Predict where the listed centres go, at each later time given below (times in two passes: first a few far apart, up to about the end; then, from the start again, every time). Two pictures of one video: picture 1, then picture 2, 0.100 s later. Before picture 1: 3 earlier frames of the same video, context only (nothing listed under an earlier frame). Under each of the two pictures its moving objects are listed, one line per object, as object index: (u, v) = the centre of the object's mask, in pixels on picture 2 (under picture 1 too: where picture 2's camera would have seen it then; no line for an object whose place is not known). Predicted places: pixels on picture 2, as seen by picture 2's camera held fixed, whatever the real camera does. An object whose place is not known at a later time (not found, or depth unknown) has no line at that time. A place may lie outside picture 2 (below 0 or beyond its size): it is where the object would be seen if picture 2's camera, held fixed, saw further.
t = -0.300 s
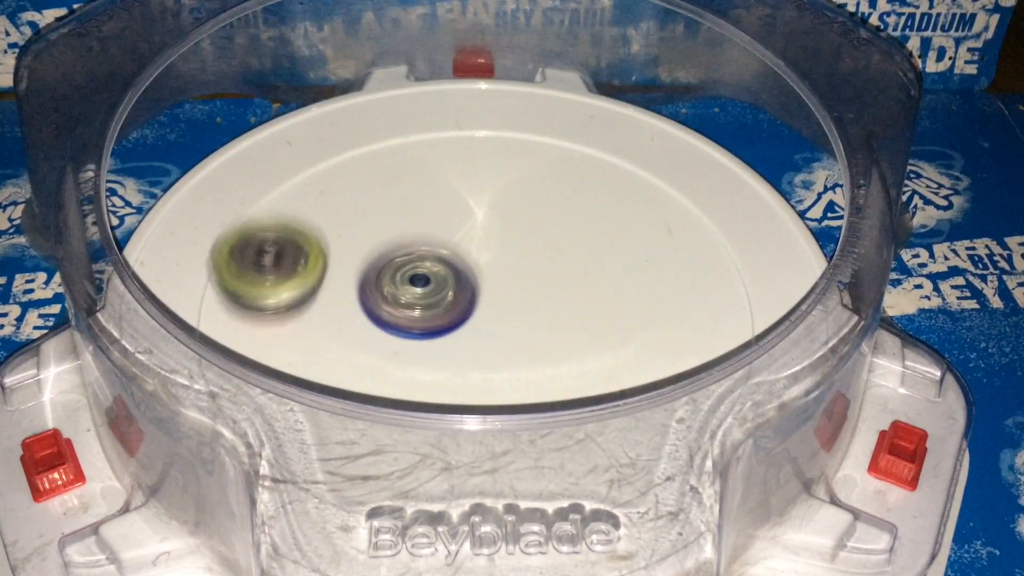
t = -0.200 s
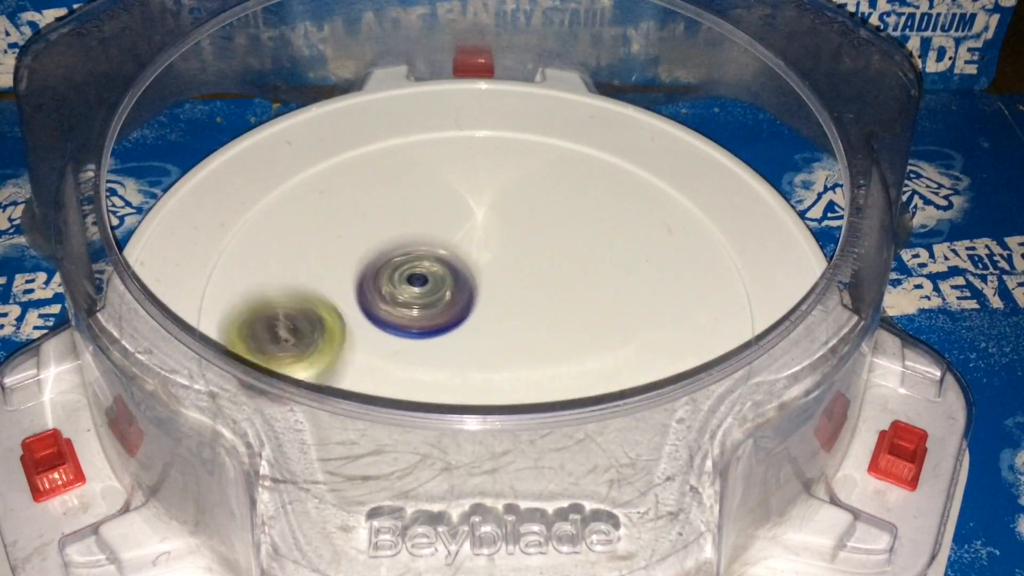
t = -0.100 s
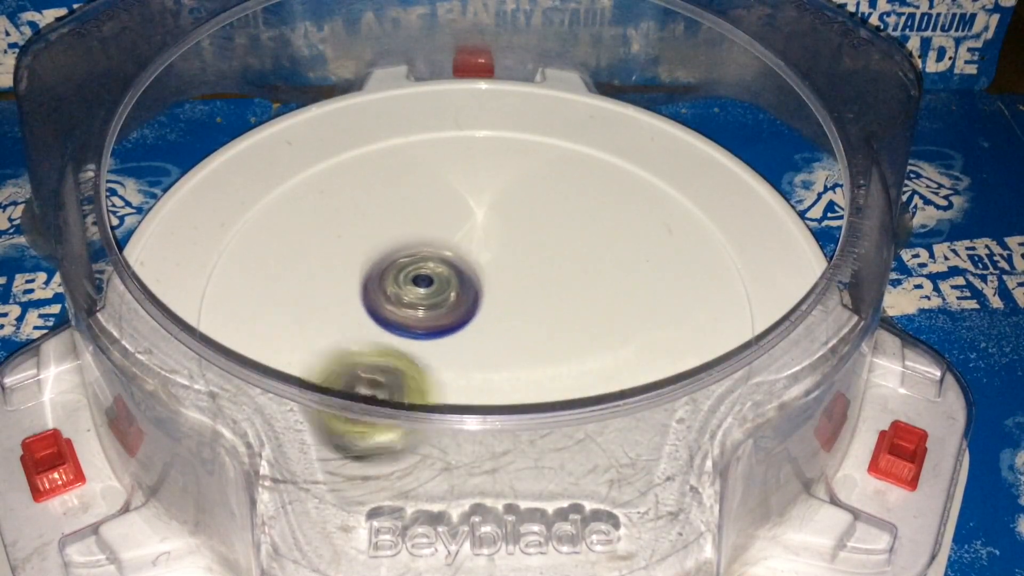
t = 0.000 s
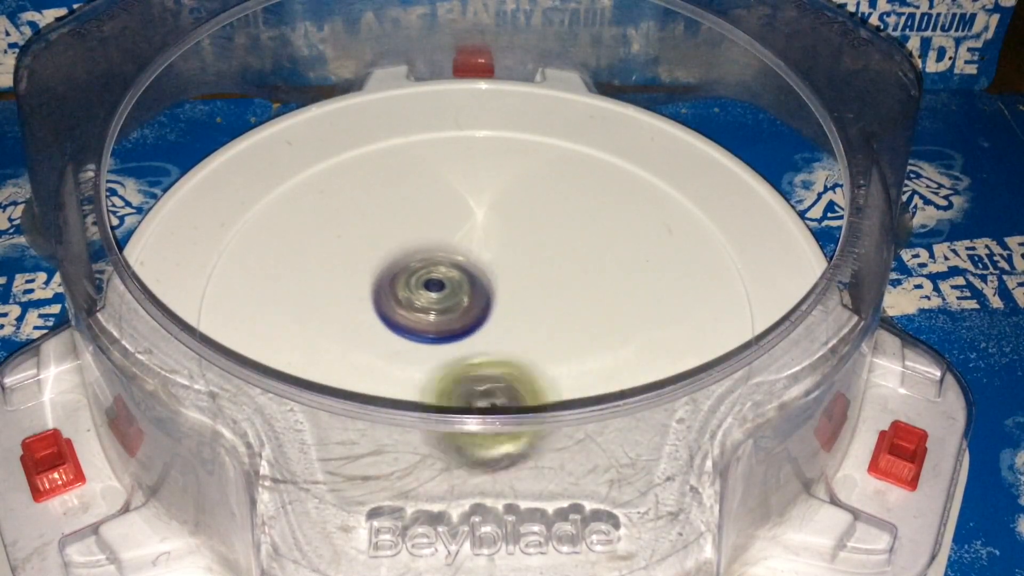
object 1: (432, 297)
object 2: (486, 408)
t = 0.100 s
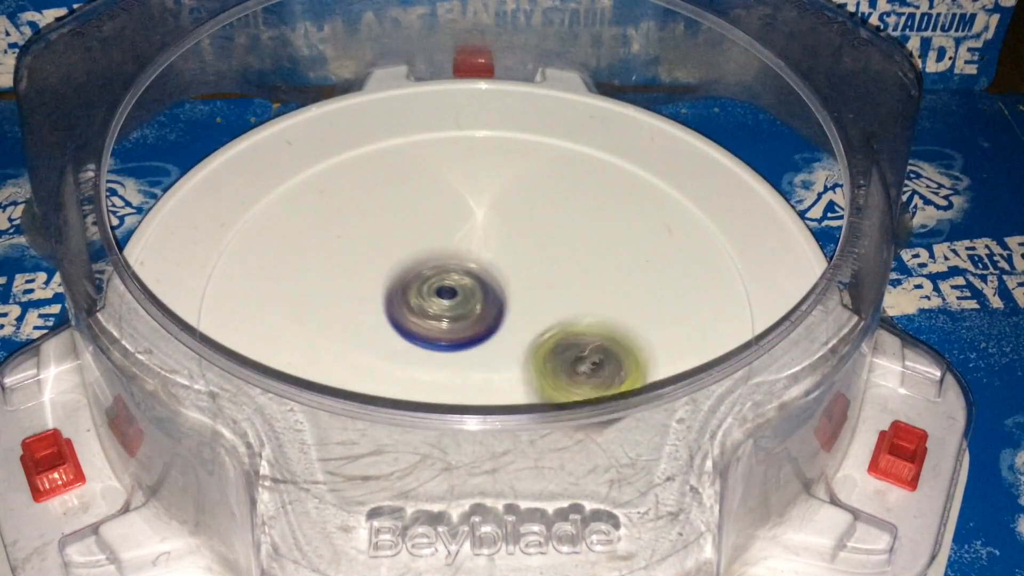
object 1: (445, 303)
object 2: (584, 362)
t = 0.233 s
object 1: (460, 314)
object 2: (637, 285)
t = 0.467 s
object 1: (471, 326)
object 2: (537, 171)
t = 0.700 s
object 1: (479, 315)
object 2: (349, 205)
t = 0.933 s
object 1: (497, 302)
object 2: (351, 355)
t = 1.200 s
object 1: (507, 290)
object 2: (597, 368)
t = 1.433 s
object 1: (490, 286)
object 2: (629, 247)
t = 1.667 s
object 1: (464, 276)
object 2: (453, 189)
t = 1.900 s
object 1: (436, 302)
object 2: (283, 233)
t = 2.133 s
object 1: (419, 310)
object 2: (341, 376)
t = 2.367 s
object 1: (490, 274)
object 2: (567, 428)
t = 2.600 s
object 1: (520, 268)
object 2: (665, 288)
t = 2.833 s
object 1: (464, 243)
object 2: (593, 180)
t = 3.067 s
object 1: (391, 290)
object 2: (433, 153)
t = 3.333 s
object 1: (377, 360)
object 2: (333, 256)
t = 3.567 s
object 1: (400, 439)
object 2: (450, 296)
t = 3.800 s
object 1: (471, 431)
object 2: (507, 208)
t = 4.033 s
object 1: (533, 342)
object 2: (412, 211)
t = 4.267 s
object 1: (587, 268)
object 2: (415, 325)
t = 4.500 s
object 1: (553, 225)
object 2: (547, 359)
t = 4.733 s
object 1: (468, 221)
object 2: (573, 268)
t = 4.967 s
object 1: (349, 219)
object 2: (565, 262)
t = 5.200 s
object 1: (359, 277)
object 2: (513, 324)
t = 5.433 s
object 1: (420, 344)
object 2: (574, 356)
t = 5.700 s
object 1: (477, 346)
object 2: (561, 267)
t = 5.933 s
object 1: (460, 365)
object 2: (461, 165)
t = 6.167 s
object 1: (441, 303)
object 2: (347, 164)
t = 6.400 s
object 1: (473, 282)
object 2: (293, 259)
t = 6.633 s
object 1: (479, 308)
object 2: (366, 352)
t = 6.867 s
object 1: (554, 279)
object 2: (417, 446)
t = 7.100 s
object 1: (550, 267)
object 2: (527, 379)
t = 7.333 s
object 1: (489, 239)
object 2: (523, 324)
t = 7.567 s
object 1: (408, 205)
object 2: (537, 343)
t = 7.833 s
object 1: (391, 253)
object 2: (520, 348)
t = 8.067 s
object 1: (411, 276)
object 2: (600, 355)
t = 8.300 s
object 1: (455, 257)
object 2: (538, 324)
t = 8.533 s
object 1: (428, 225)
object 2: (436, 337)
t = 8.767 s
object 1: (430, 272)
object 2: (385, 358)
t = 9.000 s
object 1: (509, 289)
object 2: (413, 366)
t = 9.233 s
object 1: (592, 250)
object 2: (443, 330)
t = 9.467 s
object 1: (543, 250)
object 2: (416, 266)
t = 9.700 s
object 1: (493, 297)
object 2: (362, 244)
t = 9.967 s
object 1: (513, 344)
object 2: (407, 260)
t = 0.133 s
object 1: (449, 306)
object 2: (610, 348)
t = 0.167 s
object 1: (453, 309)
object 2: (626, 330)
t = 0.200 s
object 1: (456, 311)
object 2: (635, 308)
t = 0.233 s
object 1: (460, 314)
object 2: (637, 285)
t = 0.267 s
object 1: (462, 318)
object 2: (635, 264)
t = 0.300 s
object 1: (465, 320)
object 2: (629, 243)
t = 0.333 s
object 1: (467, 322)
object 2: (617, 224)
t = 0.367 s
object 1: (468, 324)
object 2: (603, 207)
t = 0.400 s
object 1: (470, 325)
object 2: (582, 192)
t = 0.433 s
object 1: (470, 326)
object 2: (560, 180)
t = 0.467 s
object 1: (471, 326)
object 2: (537, 171)
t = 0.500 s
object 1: (471, 326)
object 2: (507, 164)
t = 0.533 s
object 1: (471, 325)
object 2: (480, 161)
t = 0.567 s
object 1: (471, 324)
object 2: (451, 163)
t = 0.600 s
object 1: (472, 323)
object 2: (422, 168)
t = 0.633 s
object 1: (473, 320)
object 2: (397, 177)
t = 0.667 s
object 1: (476, 317)
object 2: (370, 189)
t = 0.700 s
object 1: (479, 315)
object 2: (349, 205)
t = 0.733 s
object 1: (482, 312)
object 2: (331, 224)
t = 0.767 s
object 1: (485, 310)
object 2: (319, 247)
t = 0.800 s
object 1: (488, 308)
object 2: (313, 270)
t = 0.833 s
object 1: (491, 307)
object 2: (312, 296)
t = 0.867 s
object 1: (493, 305)
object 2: (318, 320)
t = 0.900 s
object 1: (495, 303)
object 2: (333, 341)
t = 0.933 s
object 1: (497, 302)
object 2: (351, 355)
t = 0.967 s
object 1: (499, 300)
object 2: (378, 379)
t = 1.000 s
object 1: (500, 298)
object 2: (408, 395)
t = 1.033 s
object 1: (502, 297)
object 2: (440, 405)
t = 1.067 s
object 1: (503, 295)
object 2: (474, 408)
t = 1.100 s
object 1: (505, 294)
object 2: (508, 409)
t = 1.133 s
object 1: (506, 293)
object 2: (543, 404)
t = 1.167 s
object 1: (507, 292)
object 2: (572, 393)
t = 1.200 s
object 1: (507, 290)
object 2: (597, 368)
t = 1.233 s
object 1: (506, 290)
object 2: (619, 357)
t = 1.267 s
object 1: (504, 289)
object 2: (638, 343)
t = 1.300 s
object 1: (503, 289)
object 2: (649, 327)
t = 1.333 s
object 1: (500, 288)
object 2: (653, 306)
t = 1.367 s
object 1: (497, 288)
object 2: (650, 285)
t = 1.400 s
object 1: (494, 286)
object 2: (642, 266)
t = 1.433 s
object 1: (490, 286)
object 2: (629, 247)
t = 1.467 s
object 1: (486, 285)
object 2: (613, 230)
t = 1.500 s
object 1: (482, 283)
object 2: (591, 216)
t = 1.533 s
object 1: (478, 282)
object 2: (567, 204)
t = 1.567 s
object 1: (474, 280)
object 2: (539, 197)
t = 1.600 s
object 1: (471, 278)
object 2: (512, 191)
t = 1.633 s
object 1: (467, 277)
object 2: (482, 188)
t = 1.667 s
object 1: (464, 276)
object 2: (453, 189)
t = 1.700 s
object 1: (461, 281)
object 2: (424, 184)
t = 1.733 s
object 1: (457, 287)
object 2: (397, 184)
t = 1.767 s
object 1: (453, 291)
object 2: (370, 186)
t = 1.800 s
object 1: (448, 294)
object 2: (344, 194)
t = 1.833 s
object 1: (444, 297)
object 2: (322, 204)
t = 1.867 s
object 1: (440, 300)
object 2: (300, 217)
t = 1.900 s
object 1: (436, 302)
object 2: (283, 233)
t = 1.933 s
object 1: (432, 305)
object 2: (271, 251)
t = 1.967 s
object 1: (428, 306)
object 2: (264, 272)
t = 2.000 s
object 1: (425, 308)
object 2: (264, 296)
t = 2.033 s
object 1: (422, 309)
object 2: (273, 317)
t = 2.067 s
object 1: (421, 310)
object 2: (291, 335)
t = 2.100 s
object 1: (419, 311)
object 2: (317, 351)
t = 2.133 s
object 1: (419, 310)
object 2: (341, 376)
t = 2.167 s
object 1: (428, 303)
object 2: (363, 397)
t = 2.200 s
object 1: (440, 296)
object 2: (385, 426)
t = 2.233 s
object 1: (450, 290)
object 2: (420, 439)
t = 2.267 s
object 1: (460, 285)
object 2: (458, 448)
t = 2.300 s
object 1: (471, 281)
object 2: (497, 448)
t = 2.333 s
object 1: (481, 277)
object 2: (534, 441)
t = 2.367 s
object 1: (490, 274)
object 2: (567, 428)
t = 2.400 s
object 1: (500, 274)
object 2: (594, 399)
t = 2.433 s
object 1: (509, 273)
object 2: (618, 385)
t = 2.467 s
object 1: (518, 271)
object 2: (629, 358)
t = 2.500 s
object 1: (526, 272)
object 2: (642, 344)
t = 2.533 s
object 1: (533, 273)
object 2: (647, 325)
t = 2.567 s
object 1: (536, 274)
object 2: (649, 305)
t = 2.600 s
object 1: (520, 268)
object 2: (665, 288)
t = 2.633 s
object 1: (507, 265)
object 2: (672, 270)
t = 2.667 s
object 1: (497, 262)
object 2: (672, 252)
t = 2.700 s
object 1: (489, 258)
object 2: (665, 232)
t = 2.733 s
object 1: (483, 254)
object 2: (654, 215)
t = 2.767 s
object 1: (476, 251)
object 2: (637, 200)
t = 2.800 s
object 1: (470, 247)
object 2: (616, 188)
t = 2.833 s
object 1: (464, 243)
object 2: (593, 180)
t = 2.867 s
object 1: (460, 241)
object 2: (566, 175)
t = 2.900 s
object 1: (455, 238)
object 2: (539, 174)
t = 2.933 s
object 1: (443, 246)
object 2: (515, 167)
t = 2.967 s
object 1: (427, 261)
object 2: (498, 155)
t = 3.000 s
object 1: (413, 273)
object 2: (480, 150)
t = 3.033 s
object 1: (401, 282)
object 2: (458, 150)
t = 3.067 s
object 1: (391, 290)
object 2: (433, 153)
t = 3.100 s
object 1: (384, 297)
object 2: (412, 161)
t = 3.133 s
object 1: (379, 302)
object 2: (388, 172)
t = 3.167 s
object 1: (375, 307)
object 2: (370, 186)
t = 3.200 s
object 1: (373, 312)
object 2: (357, 202)
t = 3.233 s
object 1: (372, 318)
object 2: (344, 223)
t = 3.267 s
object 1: (373, 329)
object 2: (337, 238)
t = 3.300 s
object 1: (375, 348)
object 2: (333, 245)
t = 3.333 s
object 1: (377, 360)
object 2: (333, 256)
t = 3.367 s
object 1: (378, 367)
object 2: (338, 271)
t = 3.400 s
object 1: (379, 373)
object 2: (348, 288)
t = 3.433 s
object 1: (379, 390)
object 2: (365, 301)
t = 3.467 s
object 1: (383, 401)
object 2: (384, 305)
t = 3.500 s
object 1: (388, 425)
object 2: (406, 306)
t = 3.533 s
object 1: (394, 432)
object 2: (430, 302)
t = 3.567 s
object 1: (400, 439)
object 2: (450, 296)
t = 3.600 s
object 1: (407, 451)
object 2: (468, 287)
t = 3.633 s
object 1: (415, 452)
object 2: (484, 275)
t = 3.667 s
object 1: (424, 453)
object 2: (497, 262)
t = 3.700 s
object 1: (437, 441)
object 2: (505, 248)
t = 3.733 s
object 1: (449, 439)
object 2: (510, 234)
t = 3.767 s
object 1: (461, 433)
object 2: (510, 220)
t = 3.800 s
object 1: (471, 431)
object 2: (507, 208)
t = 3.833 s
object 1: (485, 407)
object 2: (499, 196)
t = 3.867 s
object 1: (499, 387)
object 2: (488, 187)
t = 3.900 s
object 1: (509, 383)
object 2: (473, 182)
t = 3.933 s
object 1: (515, 376)
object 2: (456, 181)
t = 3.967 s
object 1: (522, 366)
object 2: (439, 186)
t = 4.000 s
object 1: (528, 354)
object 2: (424, 196)
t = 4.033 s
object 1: (533, 342)
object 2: (412, 211)
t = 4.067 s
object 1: (537, 330)
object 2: (406, 229)
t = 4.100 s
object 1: (540, 319)
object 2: (406, 249)
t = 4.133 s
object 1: (541, 308)
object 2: (413, 268)
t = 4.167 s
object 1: (541, 298)
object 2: (425, 286)
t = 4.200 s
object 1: (558, 289)
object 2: (421, 300)
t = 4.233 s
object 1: (575, 278)
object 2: (414, 313)
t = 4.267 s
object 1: (587, 268)
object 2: (415, 325)
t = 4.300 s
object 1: (591, 258)
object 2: (423, 337)
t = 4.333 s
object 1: (590, 250)
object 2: (438, 348)
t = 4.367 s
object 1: (586, 242)
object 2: (456, 356)
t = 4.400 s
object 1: (580, 236)
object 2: (477, 362)
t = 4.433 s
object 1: (572, 232)
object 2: (500, 364)
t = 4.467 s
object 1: (563, 228)
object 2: (524, 363)
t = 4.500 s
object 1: (553, 225)
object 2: (547, 359)
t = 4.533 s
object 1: (541, 222)
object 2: (567, 352)
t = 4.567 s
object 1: (529, 219)
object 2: (582, 342)
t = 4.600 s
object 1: (516, 218)
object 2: (592, 327)
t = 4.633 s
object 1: (503, 217)
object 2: (595, 311)
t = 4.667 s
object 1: (490, 218)
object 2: (593, 296)
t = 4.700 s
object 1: (479, 219)
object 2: (585, 281)
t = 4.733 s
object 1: (468, 221)
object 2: (573, 268)
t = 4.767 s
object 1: (452, 222)
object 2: (563, 258)
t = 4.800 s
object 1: (425, 214)
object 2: (570, 258)
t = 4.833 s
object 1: (399, 211)
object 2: (575, 258)
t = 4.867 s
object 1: (379, 209)
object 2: (576, 258)
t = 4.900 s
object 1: (364, 210)
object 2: (575, 258)
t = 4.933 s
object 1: (354, 214)
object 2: (571, 260)
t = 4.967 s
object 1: (349, 219)
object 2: (565, 262)
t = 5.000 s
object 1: (345, 224)
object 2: (558, 267)
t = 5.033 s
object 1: (343, 230)
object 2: (549, 273)
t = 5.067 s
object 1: (343, 238)
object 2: (540, 279)
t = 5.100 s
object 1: (345, 246)
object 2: (531, 289)
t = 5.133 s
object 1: (348, 255)
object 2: (522, 300)
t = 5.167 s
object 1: (354, 264)
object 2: (516, 312)
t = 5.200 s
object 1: (359, 277)
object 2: (513, 324)
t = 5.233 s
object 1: (367, 285)
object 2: (513, 336)
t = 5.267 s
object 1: (376, 298)
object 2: (516, 346)
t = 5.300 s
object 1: (386, 310)
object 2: (521, 355)
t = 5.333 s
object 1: (398, 322)
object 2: (529, 359)
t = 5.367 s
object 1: (411, 332)
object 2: (537, 361)
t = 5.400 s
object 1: (422, 341)
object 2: (549, 359)
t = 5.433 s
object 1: (420, 344)
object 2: (574, 356)
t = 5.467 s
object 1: (421, 351)
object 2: (593, 348)
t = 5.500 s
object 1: (426, 354)
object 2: (606, 339)
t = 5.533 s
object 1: (434, 356)
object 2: (612, 325)
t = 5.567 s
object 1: (442, 358)
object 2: (612, 311)
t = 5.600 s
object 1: (452, 357)
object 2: (606, 297)
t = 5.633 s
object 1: (461, 354)
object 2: (595, 285)
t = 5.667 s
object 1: (470, 351)
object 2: (579, 274)
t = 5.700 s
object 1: (477, 346)
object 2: (561, 267)
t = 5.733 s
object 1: (484, 341)
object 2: (541, 261)
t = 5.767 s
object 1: (482, 350)
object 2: (527, 239)
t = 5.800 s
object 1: (475, 362)
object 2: (516, 216)
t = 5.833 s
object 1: (468, 369)
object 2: (503, 197)
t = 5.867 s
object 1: (466, 370)
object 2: (489, 184)
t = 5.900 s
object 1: (463, 370)
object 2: (475, 174)
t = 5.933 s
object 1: (460, 365)
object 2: (461, 165)
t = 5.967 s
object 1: (459, 359)
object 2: (445, 159)
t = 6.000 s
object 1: (457, 351)
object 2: (428, 153)
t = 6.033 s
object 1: (455, 340)
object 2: (412, 150)
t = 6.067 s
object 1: (451, 330)
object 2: (395, 150)
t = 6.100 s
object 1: (449, 321)
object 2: (378, 151)
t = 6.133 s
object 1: (444, 311)
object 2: (361, 156)
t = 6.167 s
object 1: (441, 303)
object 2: (347, 164)
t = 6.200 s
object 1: (436, 295)
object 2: (335, 177)
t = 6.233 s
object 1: (433, 290)
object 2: (328, 191)
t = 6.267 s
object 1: (429, 282)
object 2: (325, 208)
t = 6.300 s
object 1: (427, 277)
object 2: (325, 225)
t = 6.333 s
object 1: (443, 278)
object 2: (311, 235)
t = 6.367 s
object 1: (462, 281)
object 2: (300, 245)
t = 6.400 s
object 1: (473, 282)
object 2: (293, 259)
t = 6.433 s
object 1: (481, 284)
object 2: (291, 274)
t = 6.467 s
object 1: (483, 288)
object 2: (293, 290)
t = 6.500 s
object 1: (483, 292)
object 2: (299, 306)
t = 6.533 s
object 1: (482, 295)
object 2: (311, 322)
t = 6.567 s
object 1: (481, 299)
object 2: (326, 334)
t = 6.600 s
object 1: (480, 304)
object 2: (345, 344)
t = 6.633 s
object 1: (479, 308)
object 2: (366, 352)
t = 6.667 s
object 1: (480, 311)
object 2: (389, 360)
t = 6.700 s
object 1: (492, 306)
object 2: (390, 367)
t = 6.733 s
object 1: (516, 298)
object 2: (384, 393)
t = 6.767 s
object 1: (532, 289)
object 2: (386, 406)
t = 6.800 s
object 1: (542, 285)
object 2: (393, 424)
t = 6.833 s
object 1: (550, 282)
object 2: (404, 432)
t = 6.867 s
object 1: (554, 279)
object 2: (417, 446)
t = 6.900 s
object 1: (557, 278)
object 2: (434, 462)
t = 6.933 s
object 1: (559, 275)
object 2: (456, 462)
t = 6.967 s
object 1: (560, 273)
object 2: (480, 461)
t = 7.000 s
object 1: (559, 271)
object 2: (499, 439)
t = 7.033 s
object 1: (558, 268)
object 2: (512, 414)
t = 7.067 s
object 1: (555, 267)
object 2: (522, 406)
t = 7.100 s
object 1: (550, 267)
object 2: (527, 379)
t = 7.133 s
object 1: (544, 265)
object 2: (532, 372)
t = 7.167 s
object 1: (537, 264)
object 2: (535, 363)
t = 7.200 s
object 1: (528, 262)
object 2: (536, 352)
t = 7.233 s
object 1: (521, 255)
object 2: (534, 349)
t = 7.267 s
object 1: (511, 248)
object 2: (530, 342)
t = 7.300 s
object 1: (499, 243)
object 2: (526, 332)
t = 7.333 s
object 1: (489, 239)
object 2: (523, 324)
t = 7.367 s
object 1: (472, 222)
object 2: (527, 332)
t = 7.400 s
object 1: (457, 209)
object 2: (531, 338)
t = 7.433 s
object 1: (443, 200)
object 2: (534, 341)
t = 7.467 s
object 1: (429, 198)
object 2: (537, 343)
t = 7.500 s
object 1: (420, 198)
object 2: (538, 344)
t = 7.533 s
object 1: (413, 201)
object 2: (538, 344)
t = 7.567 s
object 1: (408, 205)
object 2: (537, 343)
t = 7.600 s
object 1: (405, 214)
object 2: (534, 341)
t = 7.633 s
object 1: (404, 220)
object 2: (530, 338)
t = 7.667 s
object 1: (404, 228)
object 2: (523, 335)
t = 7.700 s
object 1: (406, 240)
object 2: (516, 332)
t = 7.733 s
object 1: (411, 247)
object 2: (507, 328)
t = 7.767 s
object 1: (415, 261)
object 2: (496, 325)
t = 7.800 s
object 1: (404, 258)
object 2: (507, 337)
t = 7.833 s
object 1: (391, 253)
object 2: (520, 348)
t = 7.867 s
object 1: (381, 251)
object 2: (534, 357)
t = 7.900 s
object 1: (376, 253)
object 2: (547, 360)
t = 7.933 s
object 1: (377, 256)
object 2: (559, 362)
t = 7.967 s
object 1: (381, 262)
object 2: (571, 362)
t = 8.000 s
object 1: (391, 266)
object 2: (581, 361)
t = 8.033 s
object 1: (400, 272)
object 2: (593, 358)
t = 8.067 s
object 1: (411, 276)
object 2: (600, 355)
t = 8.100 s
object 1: (426, 277)
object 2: (601, 348)
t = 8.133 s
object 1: (436, 279)
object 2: (595, 341)
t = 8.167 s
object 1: (448, 280)
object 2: (586, 332)
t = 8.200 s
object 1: (457, 279)
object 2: (572, 325)
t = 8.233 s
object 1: (464, 276)
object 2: (557, 321)
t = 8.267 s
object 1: (461, 268)
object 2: (549, 323)
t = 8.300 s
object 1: (455, 257)
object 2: (538, 324)
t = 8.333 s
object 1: (450, 249)
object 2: (524, 324)
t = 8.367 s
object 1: (446, 242)
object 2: (507, 326)
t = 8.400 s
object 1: (442, 235)
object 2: (492, 328)
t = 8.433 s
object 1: (438, 228)
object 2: (479, 329)
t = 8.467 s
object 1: (434, 225)
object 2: (464, 332)
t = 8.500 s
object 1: (431, 224)
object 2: (448, 334)
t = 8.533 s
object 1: (428, 225)
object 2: (436, 337)
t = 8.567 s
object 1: (426, 226)
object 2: (423, 339)
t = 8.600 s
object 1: (425, 232)
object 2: (410, 343)
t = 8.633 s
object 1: (425, 235)
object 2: (398, 346)
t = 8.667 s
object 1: (425, 244)
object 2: (391, 349)
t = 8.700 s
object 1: (426, 253)
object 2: (385, 354)
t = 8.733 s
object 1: (427, 263)
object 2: (382, 357)
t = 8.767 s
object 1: (430, 272)
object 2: (385, 358)
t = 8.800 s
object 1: (433, 282)
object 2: (390, 359)
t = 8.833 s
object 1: (439, 281)
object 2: (393, 360)
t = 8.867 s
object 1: (448, 287)
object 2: (396, 362)
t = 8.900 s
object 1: (460, 291)
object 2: (402, 362)
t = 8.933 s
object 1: (471, 296)
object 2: (410, 361)
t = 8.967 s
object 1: (489, 295)
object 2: (411, 364)
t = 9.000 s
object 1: (509, 289)
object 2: (413, 366)
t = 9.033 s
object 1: (530, 283)
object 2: (418, 366)
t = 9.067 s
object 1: (546, 275)
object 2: (423, 365)
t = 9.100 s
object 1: (562, 270)
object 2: (428, 362)
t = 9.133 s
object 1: (576, 263)
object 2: (434, 355)
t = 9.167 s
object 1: (586, 259)
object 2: (438, 349)
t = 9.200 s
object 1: (592, 255)
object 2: (441, 340)
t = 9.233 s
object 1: (592, 250)
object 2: (443, 330)
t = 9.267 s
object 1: (591, 244)
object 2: (441, 320)
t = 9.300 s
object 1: (587, 243)
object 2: (441, 310)
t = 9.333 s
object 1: (581, 243)
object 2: (440, 301)
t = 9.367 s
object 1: (571, 246)
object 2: (437, 292)
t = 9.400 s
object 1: (559, 246)
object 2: (435, 283)
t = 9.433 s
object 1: (548, 247)
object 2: (431, 274)
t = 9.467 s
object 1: (543, 250)
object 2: (416, 266)
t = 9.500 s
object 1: (539, 252)
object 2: (407, 260)
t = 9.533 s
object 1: (531, 257)
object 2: (397, 255)
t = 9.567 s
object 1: (522, 262)
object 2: (390, 251)
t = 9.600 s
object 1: (513, 270)
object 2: (382, 247)
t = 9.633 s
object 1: (507, 277)
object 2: (373, 244)
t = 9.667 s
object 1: (500, 289)
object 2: (367, 243)
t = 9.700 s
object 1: (493, 297)
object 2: (362, 244)
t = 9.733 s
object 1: (492, 301)
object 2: (359, 247)
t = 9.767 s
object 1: (490, 311)
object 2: (361, 251)
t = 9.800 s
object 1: (487, 319)
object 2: (365, 255)
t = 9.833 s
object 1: (487, 324)
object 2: (372, 260)
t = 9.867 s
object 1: (489, 330)
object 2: (384, 265)
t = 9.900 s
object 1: (493, 334)
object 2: (394, 269)
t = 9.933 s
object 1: (498, 338)
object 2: (405, 268)
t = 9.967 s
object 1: (513, 344)
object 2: (407, 260)
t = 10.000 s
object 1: (526, 352)
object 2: (410, 253)
